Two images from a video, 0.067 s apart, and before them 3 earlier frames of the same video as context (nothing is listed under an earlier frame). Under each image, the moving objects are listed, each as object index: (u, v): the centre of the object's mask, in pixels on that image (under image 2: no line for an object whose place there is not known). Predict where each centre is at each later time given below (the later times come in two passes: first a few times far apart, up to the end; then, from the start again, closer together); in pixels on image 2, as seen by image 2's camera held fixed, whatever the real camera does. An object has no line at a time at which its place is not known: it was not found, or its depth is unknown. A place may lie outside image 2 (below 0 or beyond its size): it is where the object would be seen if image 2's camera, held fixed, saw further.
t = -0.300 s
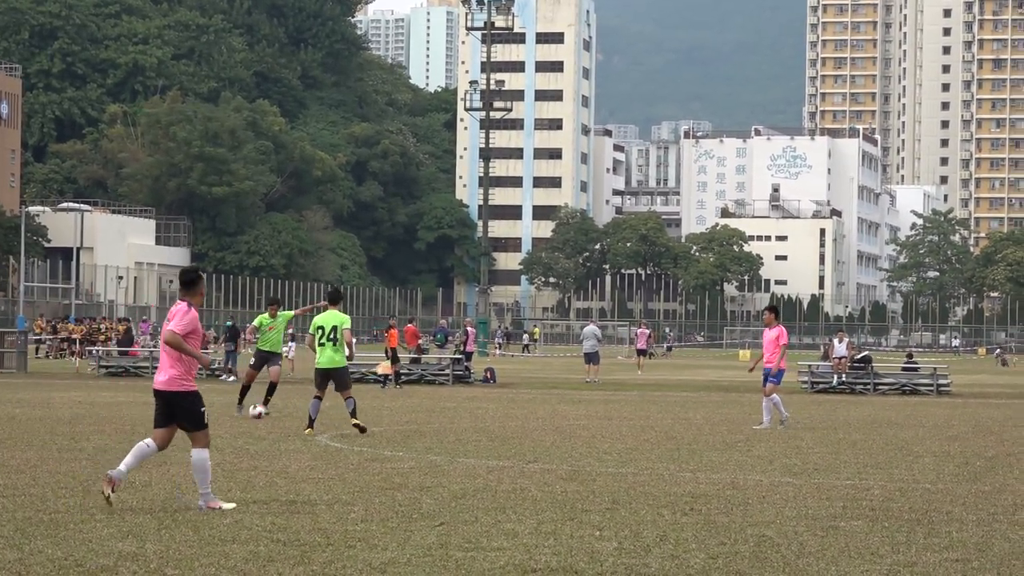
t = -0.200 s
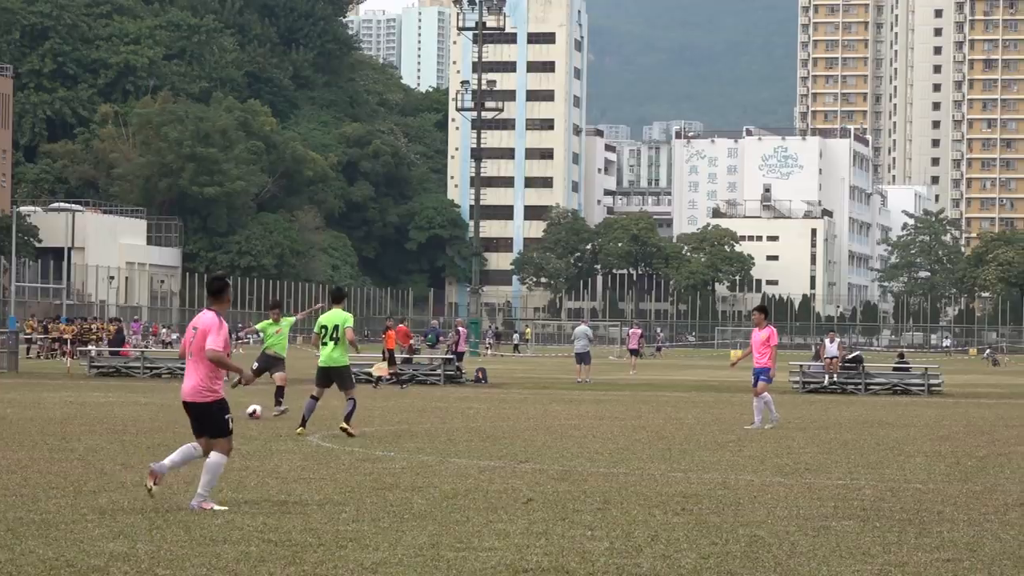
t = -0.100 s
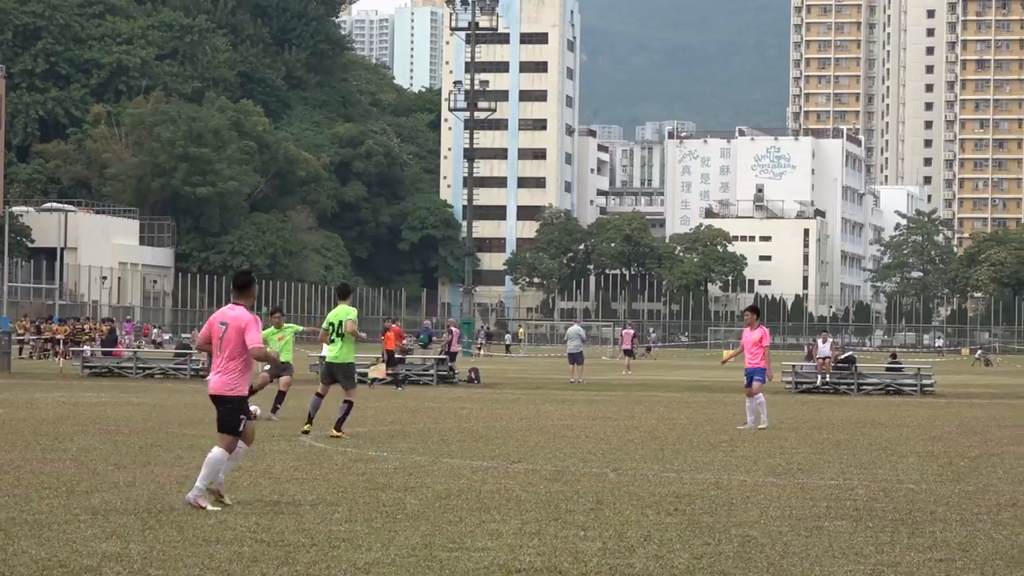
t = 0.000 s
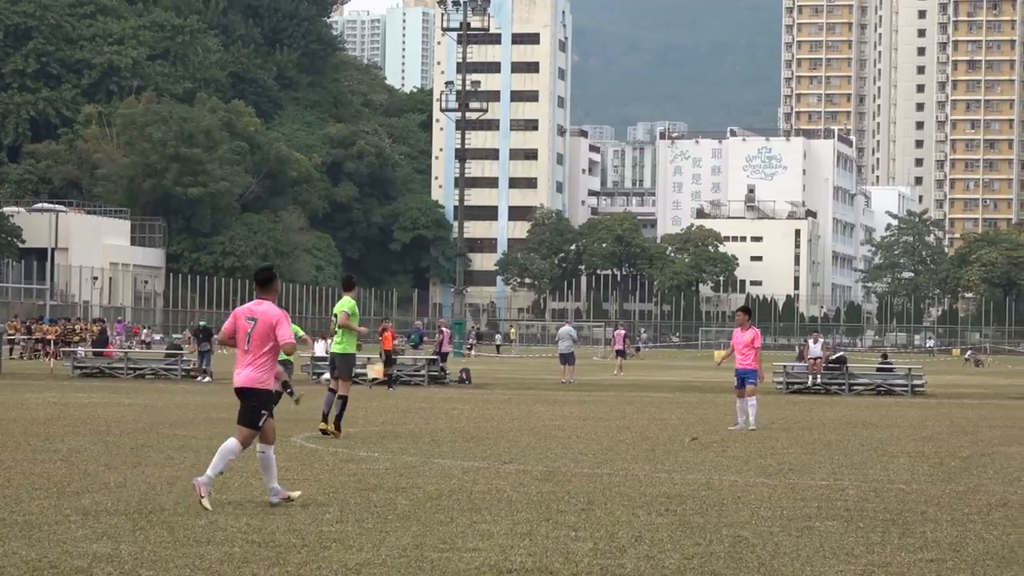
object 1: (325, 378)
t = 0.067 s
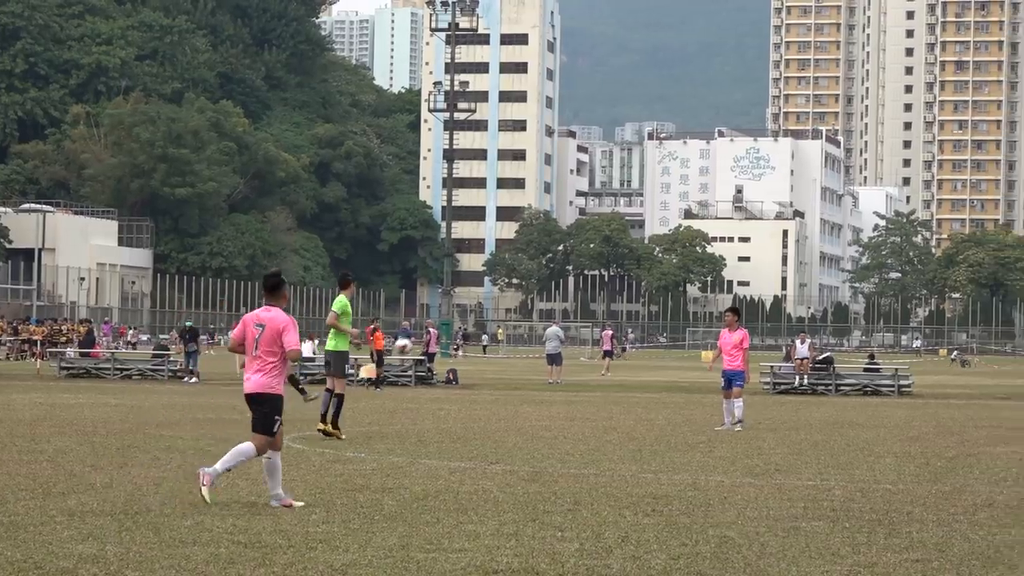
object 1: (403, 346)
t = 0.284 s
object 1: (698, 234)
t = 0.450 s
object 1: (963, 153)
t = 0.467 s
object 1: (991, 146)
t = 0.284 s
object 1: (698, 234)
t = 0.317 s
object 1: (748, 216)
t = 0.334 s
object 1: (774, 208)
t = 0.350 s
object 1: (800, 200)
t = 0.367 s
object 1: (826, 192)
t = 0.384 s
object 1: (852, 184)
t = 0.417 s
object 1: (906, 169)
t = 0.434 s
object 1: (934, 161)
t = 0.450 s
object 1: (963, 153)
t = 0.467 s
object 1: (991, 146)
